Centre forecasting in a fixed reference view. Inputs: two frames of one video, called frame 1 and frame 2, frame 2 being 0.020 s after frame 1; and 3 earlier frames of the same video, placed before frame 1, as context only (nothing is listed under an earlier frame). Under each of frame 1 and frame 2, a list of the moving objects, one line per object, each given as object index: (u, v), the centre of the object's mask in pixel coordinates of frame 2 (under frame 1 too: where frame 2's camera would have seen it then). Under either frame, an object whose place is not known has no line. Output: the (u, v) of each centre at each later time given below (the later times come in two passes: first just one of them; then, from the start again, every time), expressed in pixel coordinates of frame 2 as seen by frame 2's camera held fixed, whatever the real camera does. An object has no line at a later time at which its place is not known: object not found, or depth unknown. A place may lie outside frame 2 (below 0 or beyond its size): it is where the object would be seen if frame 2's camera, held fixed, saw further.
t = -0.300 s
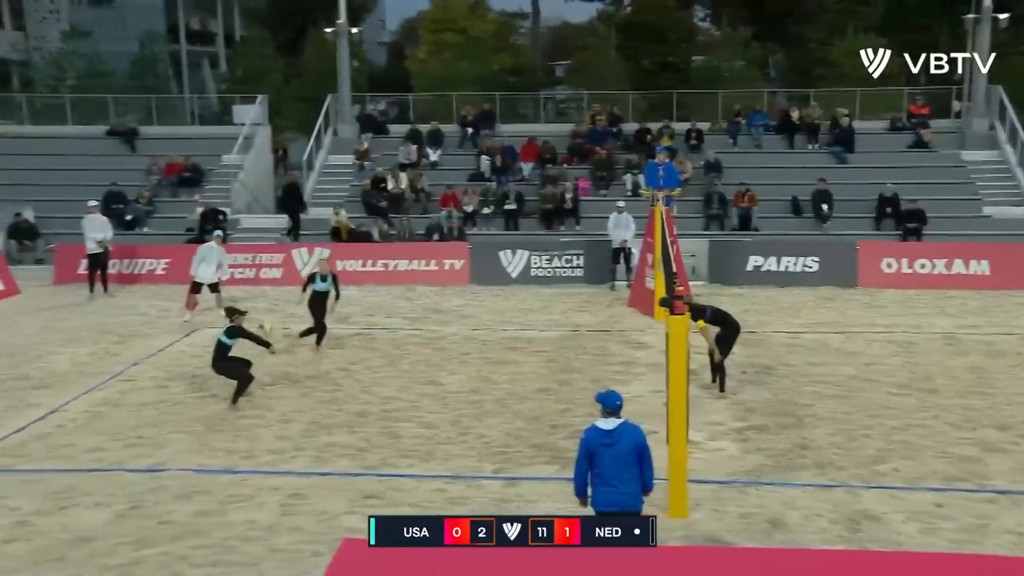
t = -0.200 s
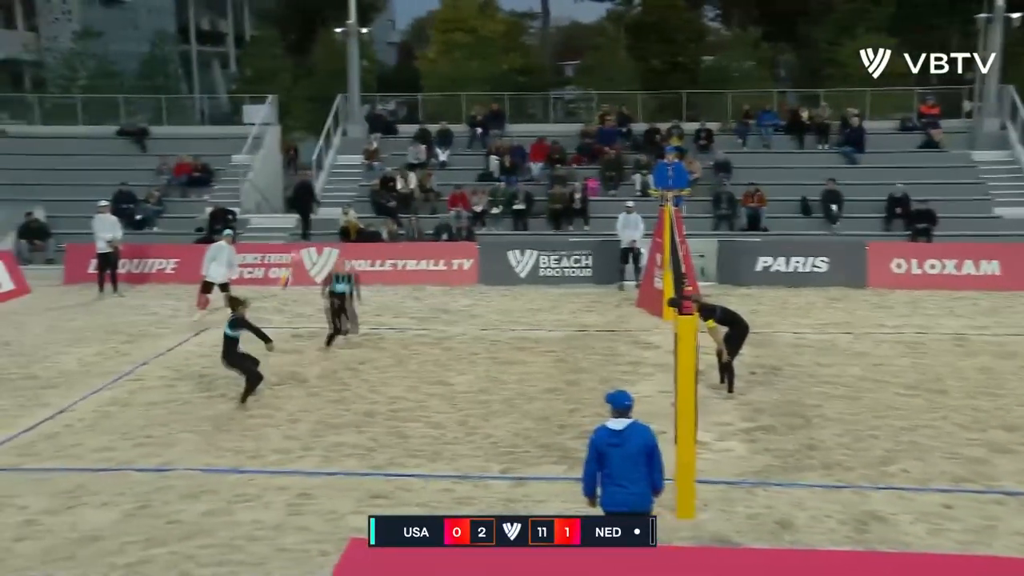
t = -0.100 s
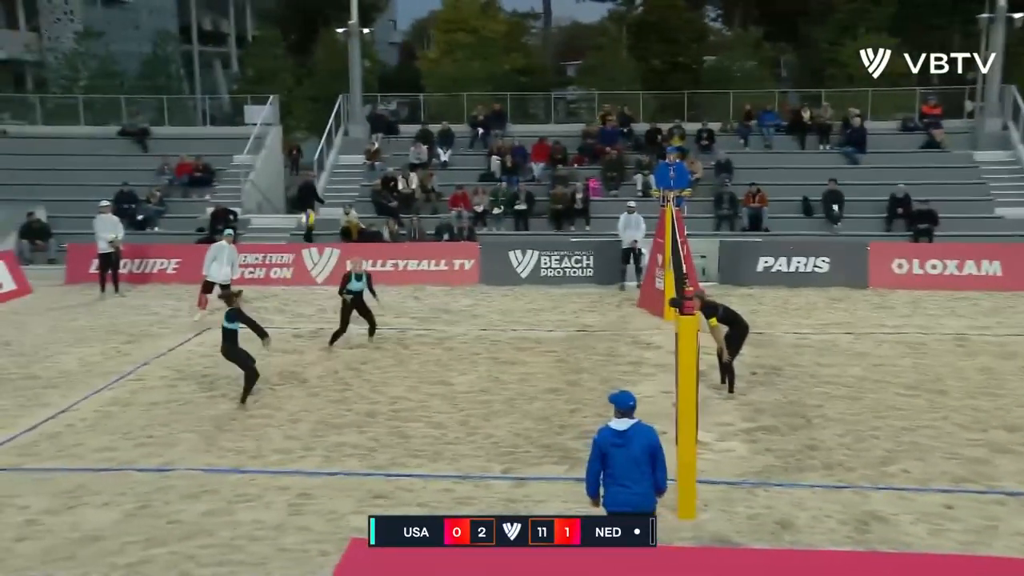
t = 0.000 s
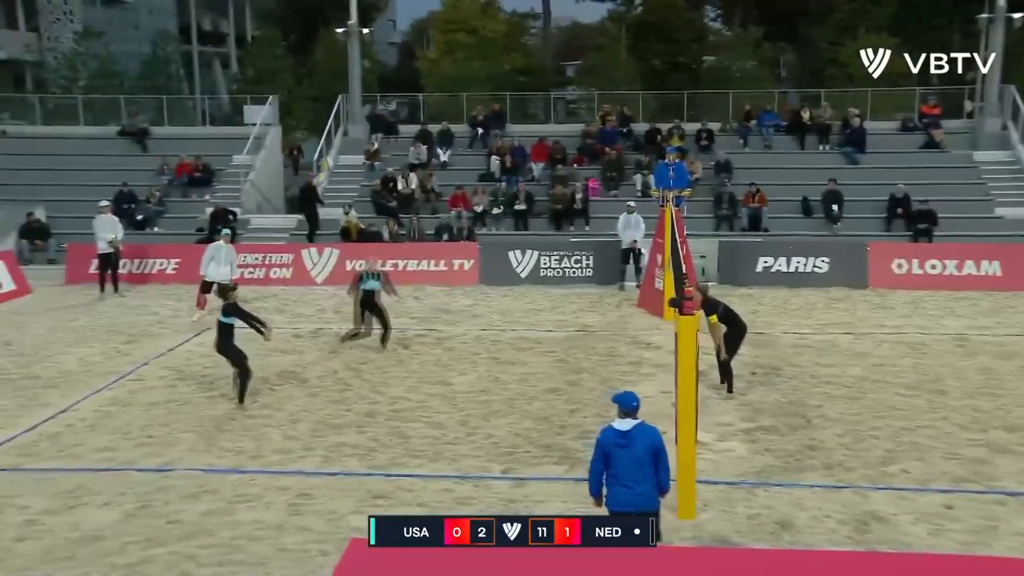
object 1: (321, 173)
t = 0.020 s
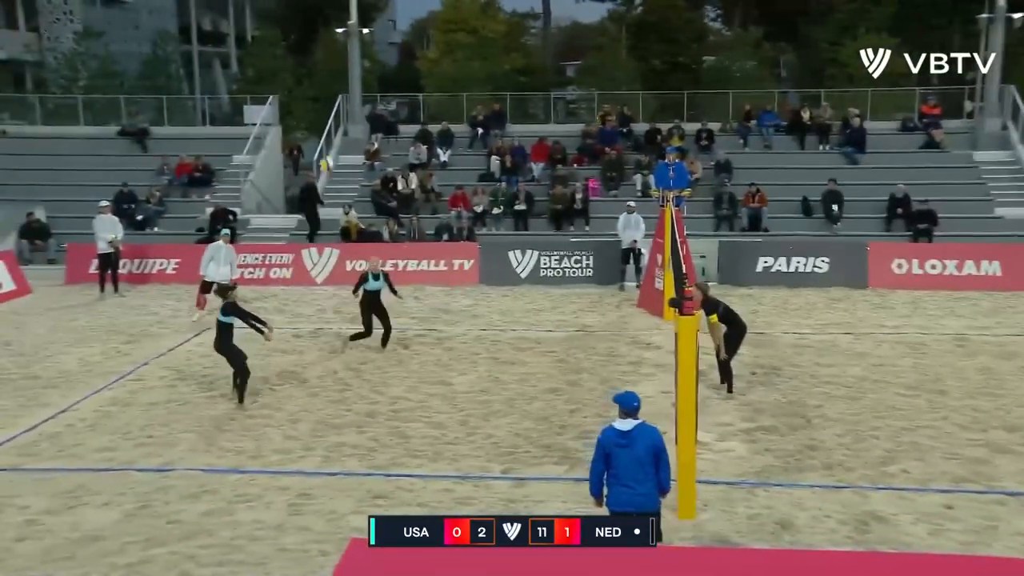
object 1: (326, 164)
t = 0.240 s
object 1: (363, 92)
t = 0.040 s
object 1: (327, 158)
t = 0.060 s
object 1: (331, 147)
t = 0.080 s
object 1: (336, 139)
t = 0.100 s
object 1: (339, 133)
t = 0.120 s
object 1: (343, 127)
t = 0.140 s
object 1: (346, 121)
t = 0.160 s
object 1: (351, 113)
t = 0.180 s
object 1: (352, 108)
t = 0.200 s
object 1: (356, 101)
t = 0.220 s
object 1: (359, 98)
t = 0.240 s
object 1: (363, 92)
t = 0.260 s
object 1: (365, 88)
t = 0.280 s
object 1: (368, 83)
